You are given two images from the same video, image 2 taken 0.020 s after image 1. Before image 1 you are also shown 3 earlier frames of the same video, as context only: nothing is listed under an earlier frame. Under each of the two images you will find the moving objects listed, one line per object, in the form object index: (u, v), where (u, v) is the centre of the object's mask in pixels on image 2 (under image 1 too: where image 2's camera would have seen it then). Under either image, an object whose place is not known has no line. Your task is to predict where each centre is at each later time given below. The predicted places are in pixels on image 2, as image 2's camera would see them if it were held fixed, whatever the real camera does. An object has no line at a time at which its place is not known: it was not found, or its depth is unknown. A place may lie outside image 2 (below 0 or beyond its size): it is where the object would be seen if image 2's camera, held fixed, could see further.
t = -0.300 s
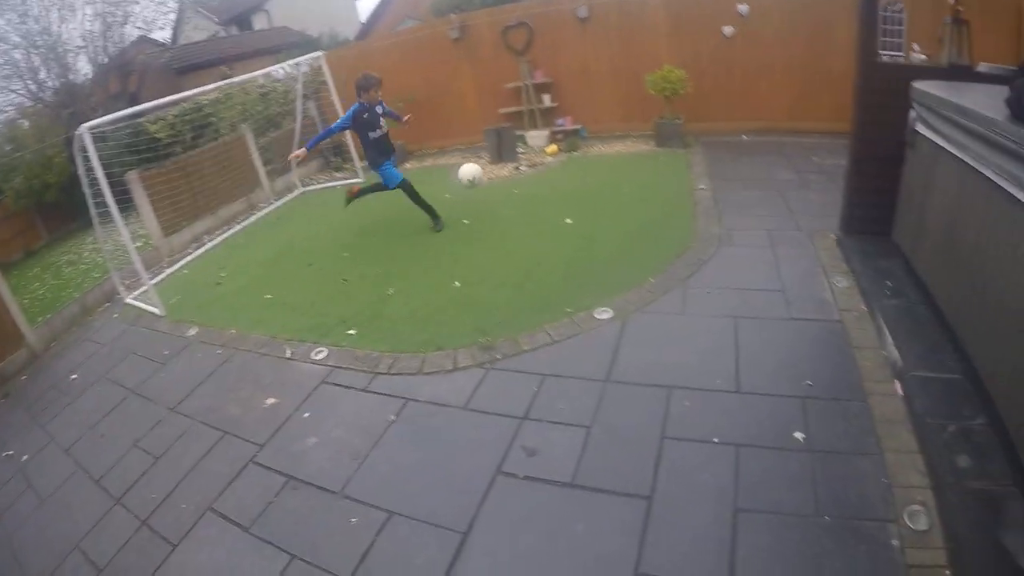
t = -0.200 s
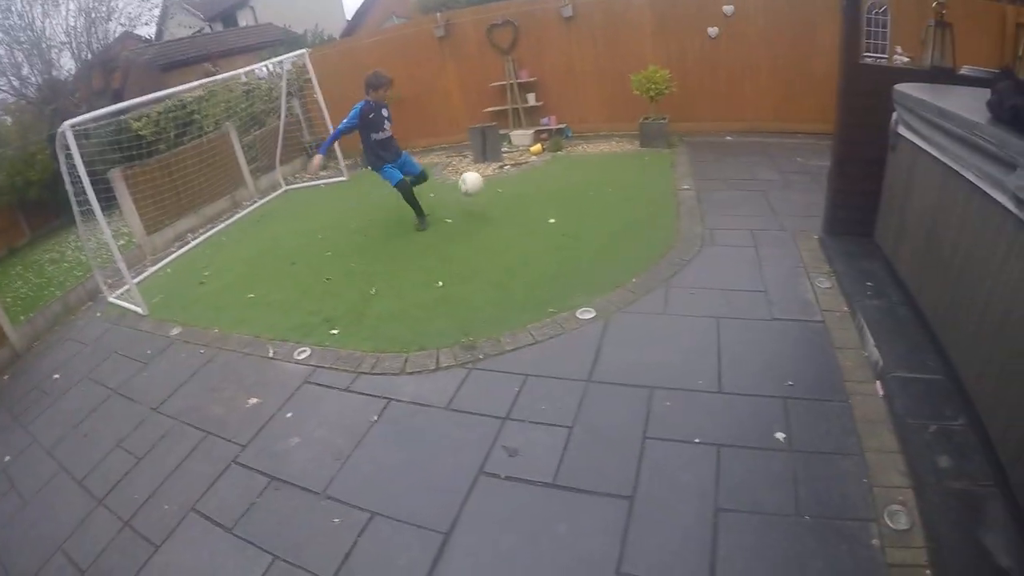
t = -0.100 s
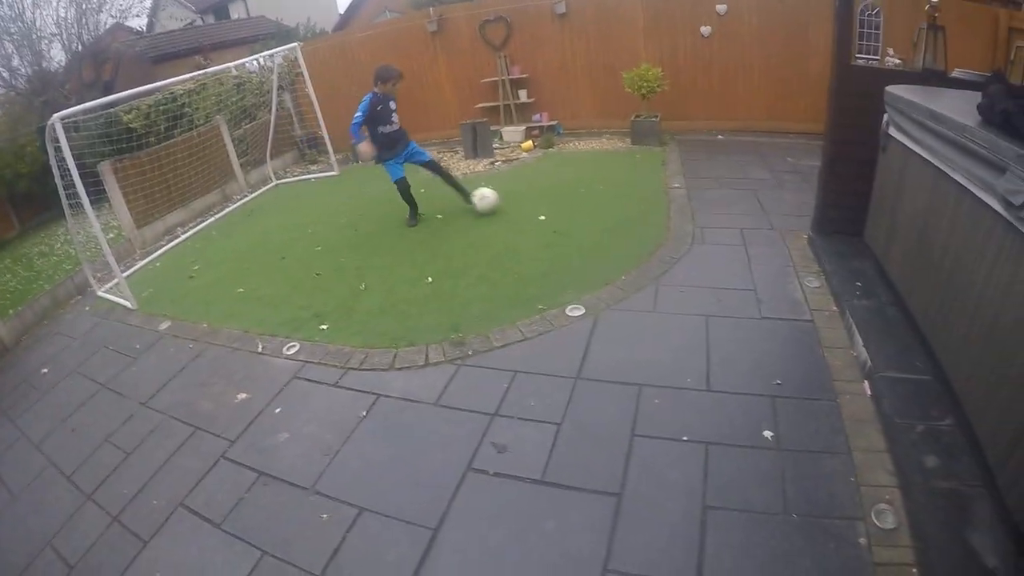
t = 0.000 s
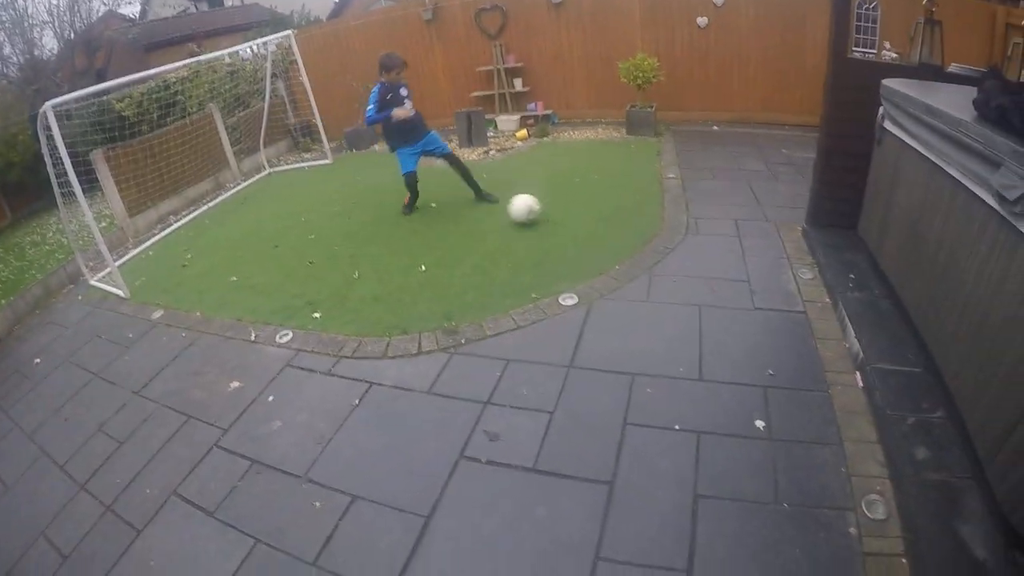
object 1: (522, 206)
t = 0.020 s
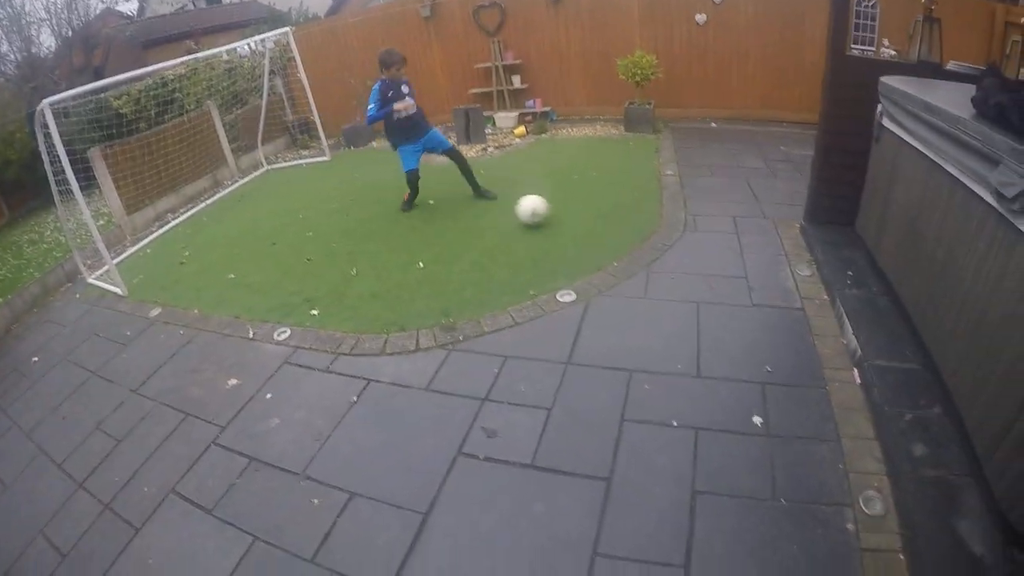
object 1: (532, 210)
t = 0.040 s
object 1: (542, 214)
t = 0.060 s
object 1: (552, 219)
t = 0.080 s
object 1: (563, 225)
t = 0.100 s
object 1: (575, 229)
